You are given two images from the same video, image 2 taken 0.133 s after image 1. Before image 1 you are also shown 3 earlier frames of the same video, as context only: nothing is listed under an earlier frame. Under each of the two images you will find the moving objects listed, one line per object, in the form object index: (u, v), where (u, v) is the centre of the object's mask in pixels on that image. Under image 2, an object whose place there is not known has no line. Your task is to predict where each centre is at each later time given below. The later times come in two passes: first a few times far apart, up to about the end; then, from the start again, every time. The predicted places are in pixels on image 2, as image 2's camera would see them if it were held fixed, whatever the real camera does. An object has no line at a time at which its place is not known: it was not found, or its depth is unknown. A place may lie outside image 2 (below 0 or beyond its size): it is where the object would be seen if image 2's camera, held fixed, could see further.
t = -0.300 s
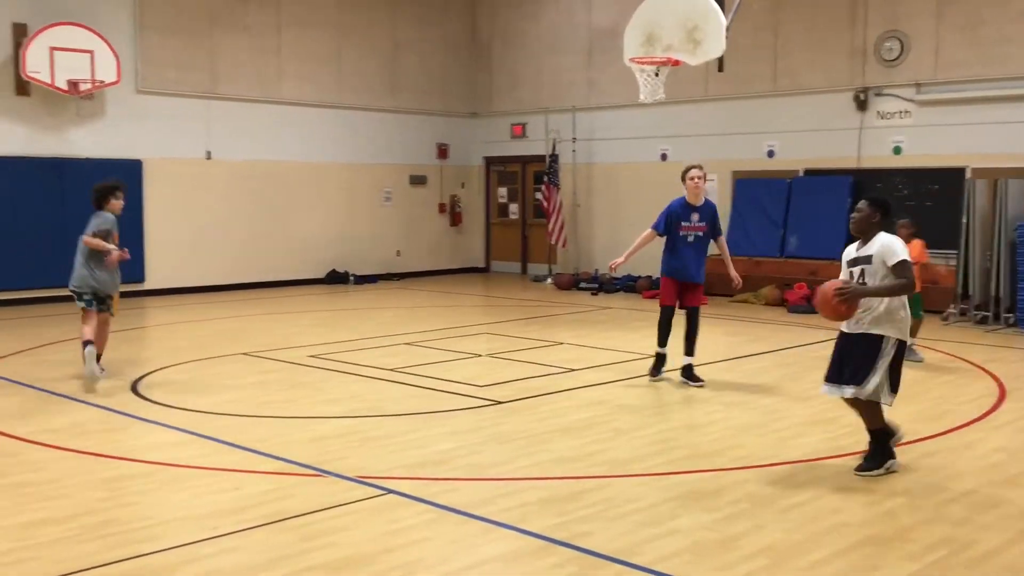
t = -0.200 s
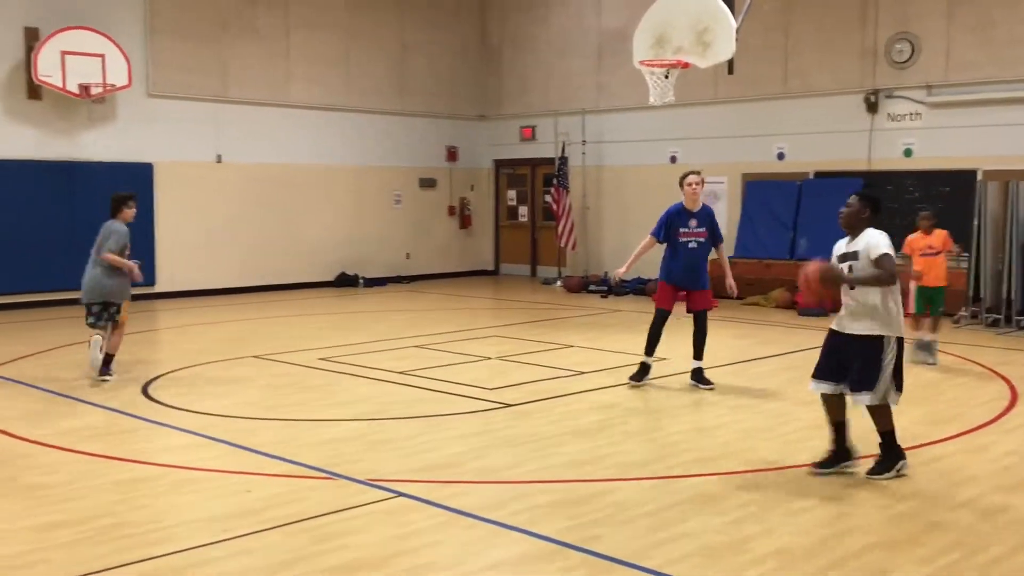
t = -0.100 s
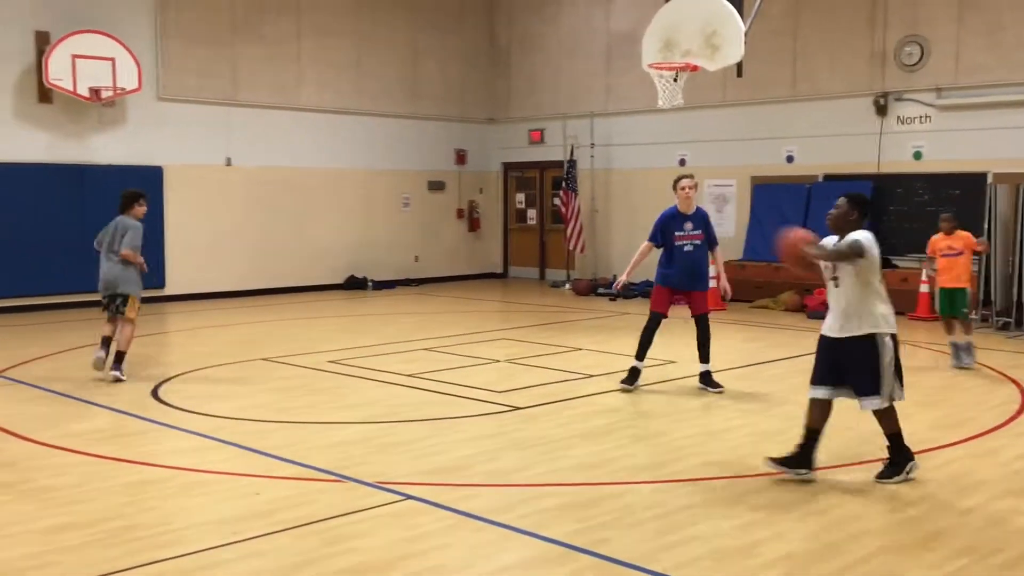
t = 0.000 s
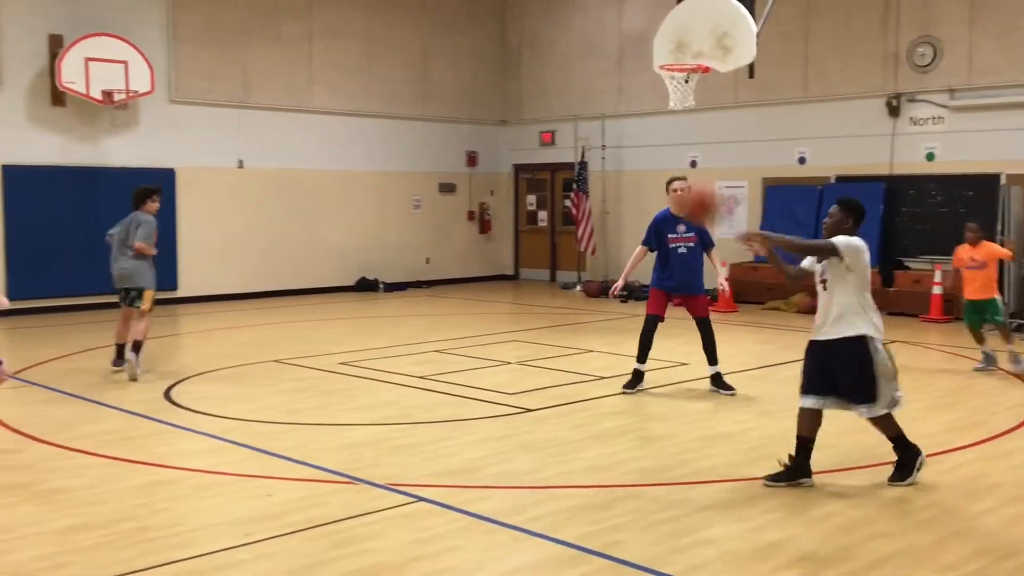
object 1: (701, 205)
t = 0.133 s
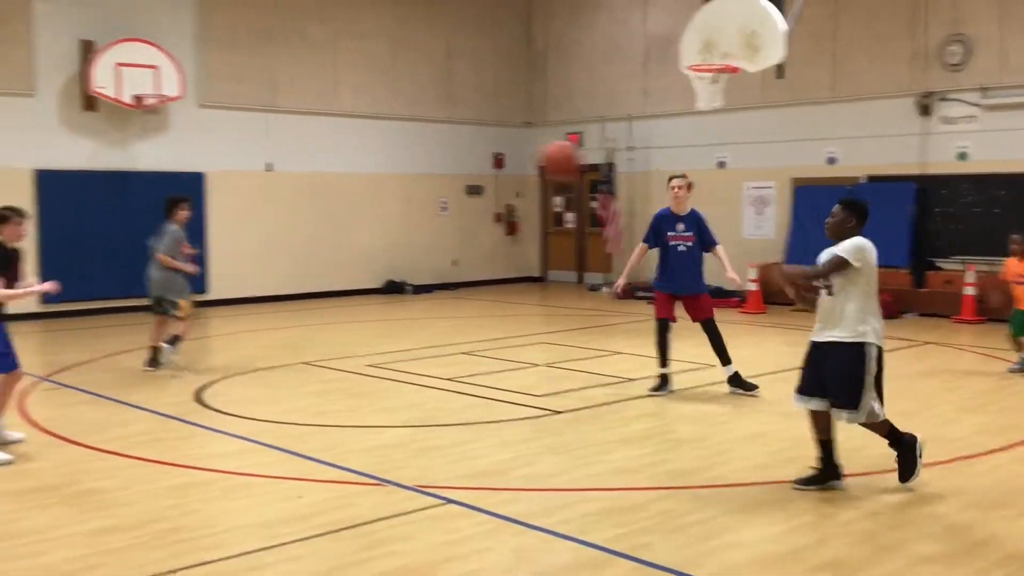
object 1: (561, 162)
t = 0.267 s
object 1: (404, 149)
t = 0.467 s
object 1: (190, 182)
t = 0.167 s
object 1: (520, 155)
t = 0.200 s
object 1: (479, 150)
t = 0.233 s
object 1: (442, 148)
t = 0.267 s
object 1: (404, 149)
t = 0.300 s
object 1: (368, 151)
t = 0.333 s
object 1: (331, 153)
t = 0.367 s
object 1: (295, 157)
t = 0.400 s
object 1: (261, 164)
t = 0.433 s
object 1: (225, 172)
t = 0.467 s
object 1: (190, 182)
